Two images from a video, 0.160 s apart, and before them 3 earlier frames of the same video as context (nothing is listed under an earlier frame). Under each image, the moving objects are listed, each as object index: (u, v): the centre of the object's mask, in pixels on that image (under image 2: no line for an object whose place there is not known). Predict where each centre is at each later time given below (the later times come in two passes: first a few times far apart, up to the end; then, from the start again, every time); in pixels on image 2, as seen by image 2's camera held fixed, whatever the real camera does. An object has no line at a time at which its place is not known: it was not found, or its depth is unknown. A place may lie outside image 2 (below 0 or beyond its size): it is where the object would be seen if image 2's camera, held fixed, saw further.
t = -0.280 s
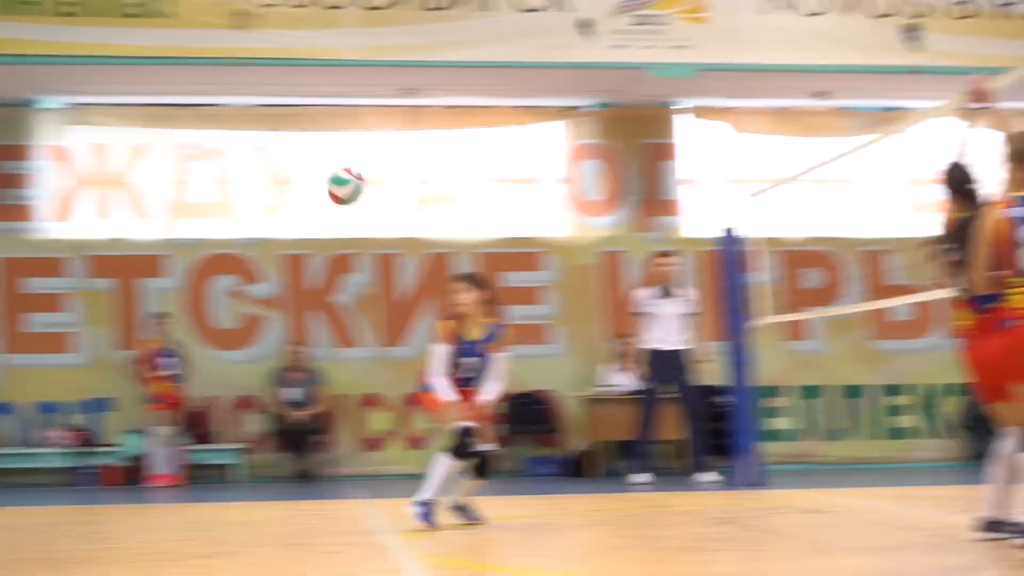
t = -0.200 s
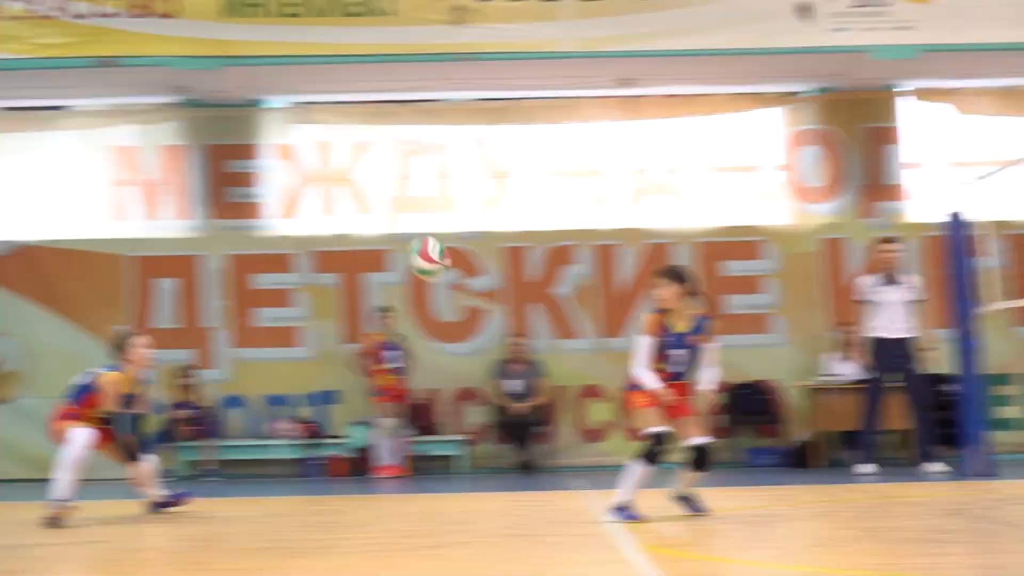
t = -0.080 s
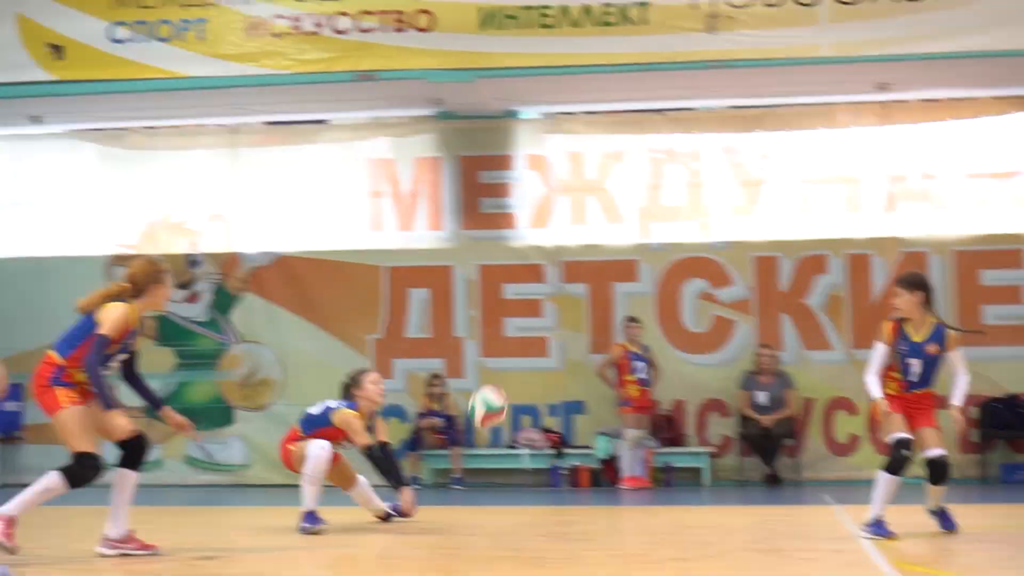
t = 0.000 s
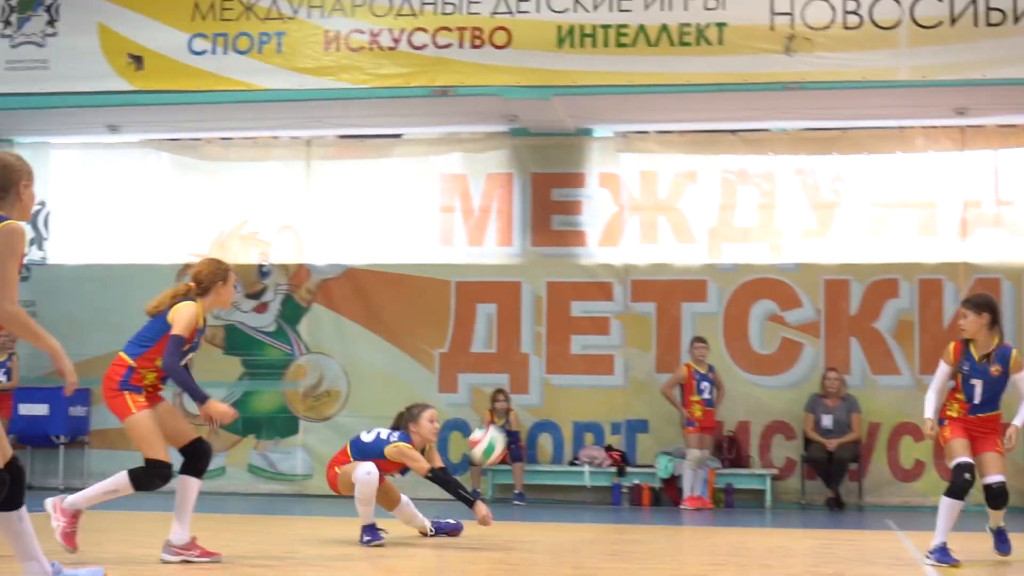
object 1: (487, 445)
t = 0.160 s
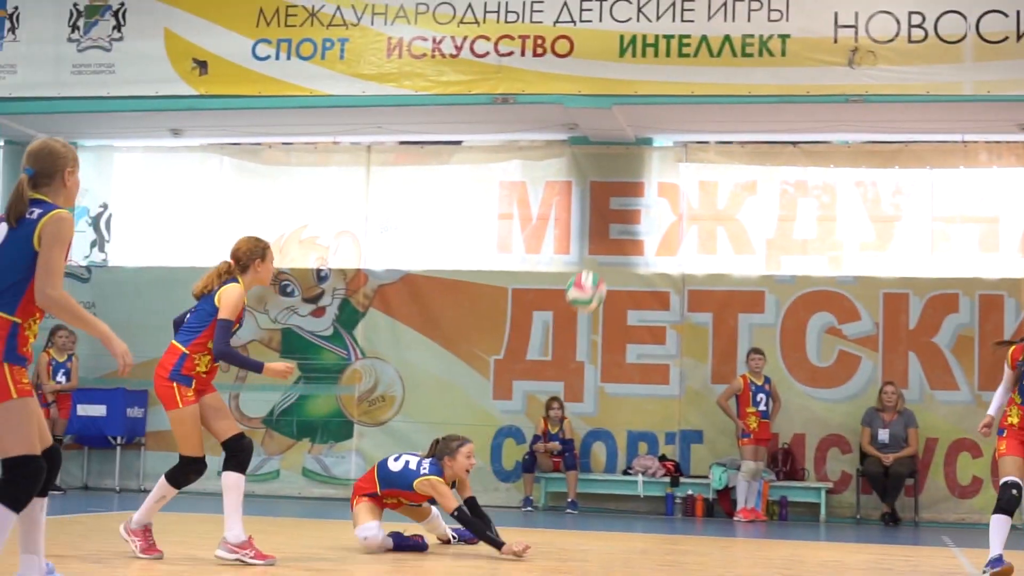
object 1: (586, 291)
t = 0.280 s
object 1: (617, 195)
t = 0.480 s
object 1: (673, 87)
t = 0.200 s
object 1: (596, 256)
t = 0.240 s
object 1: (607, 224)
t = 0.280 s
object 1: (617, 195)
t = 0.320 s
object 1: (629, 168)
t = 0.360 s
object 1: (640, 144)
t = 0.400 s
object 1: (650, 123)
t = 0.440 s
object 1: (662, 103)
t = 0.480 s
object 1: (673, 87)
